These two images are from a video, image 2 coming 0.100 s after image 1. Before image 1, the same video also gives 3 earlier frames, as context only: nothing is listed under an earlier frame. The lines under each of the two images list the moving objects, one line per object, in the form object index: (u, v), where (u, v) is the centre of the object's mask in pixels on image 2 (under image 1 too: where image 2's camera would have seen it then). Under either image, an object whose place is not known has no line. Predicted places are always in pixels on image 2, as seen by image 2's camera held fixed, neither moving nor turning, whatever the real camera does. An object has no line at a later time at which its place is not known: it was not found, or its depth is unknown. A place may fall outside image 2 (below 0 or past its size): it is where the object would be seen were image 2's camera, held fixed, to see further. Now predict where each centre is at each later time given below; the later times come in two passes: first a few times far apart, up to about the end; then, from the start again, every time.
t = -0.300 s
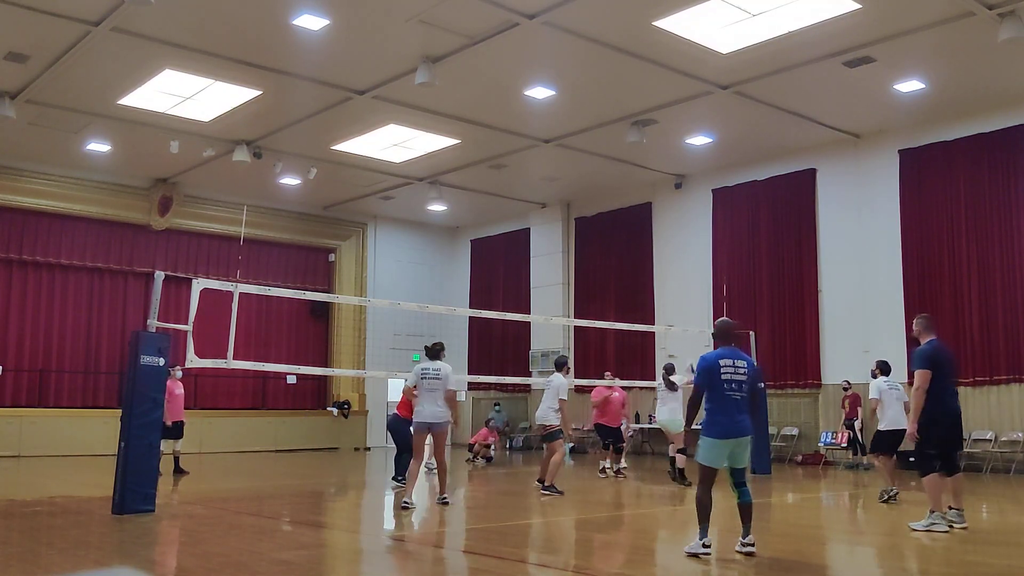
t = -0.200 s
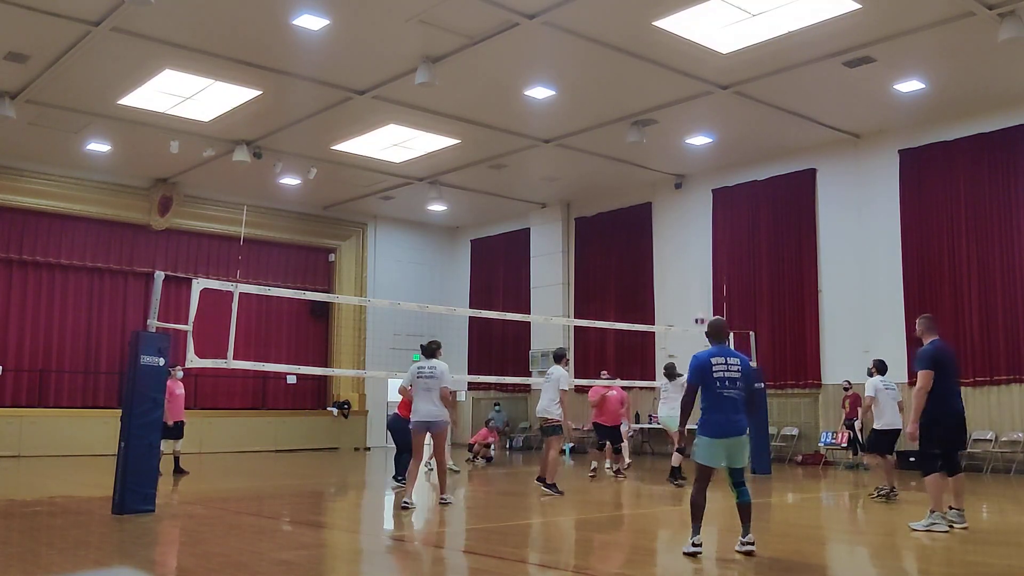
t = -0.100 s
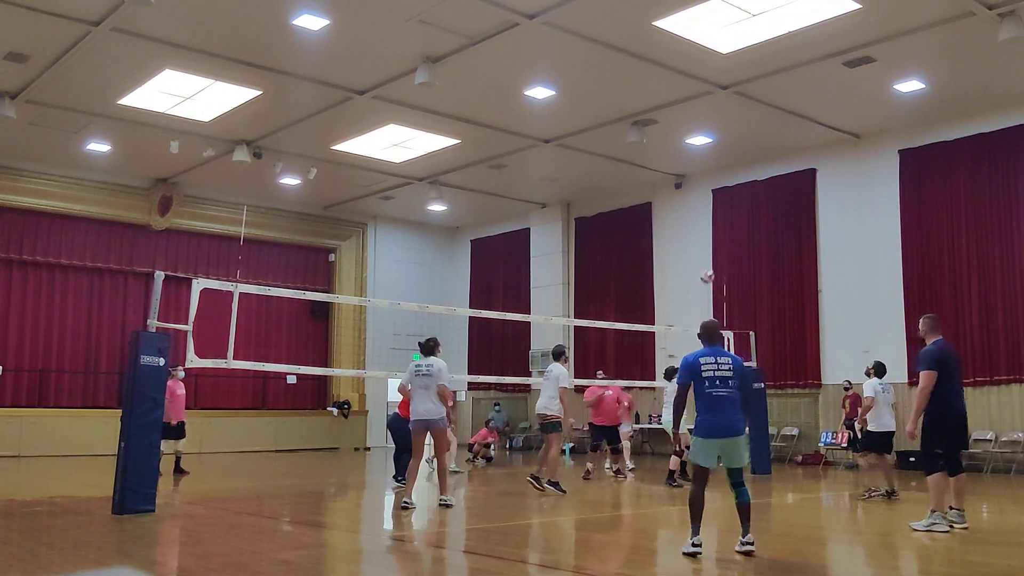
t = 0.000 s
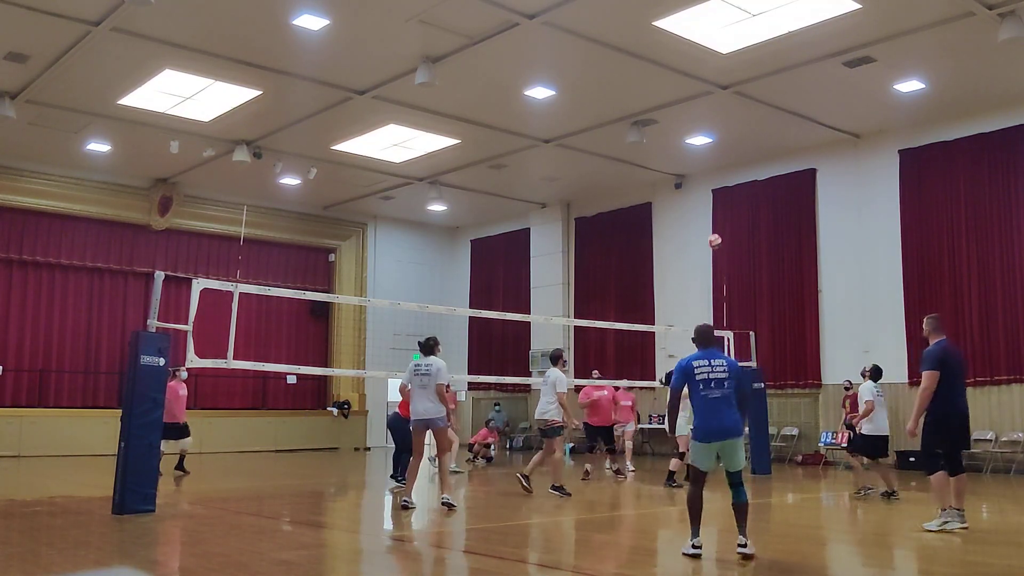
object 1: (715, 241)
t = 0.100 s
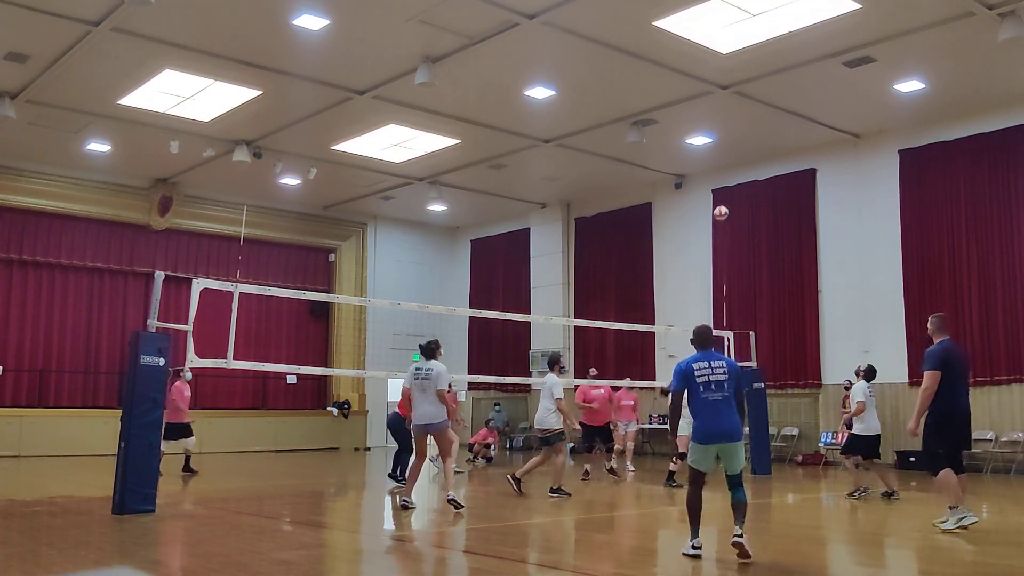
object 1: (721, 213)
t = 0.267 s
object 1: (733, 181)
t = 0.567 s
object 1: (755, 167)
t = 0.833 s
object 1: (777, 205)
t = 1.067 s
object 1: (797, 278)
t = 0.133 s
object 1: (723, 205)
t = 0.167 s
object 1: (725, 198)
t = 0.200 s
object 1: (728, 192)
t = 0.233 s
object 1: (730, 186)
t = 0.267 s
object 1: (733, 181)
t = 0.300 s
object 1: (735, 176)
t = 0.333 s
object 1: (738, 172)
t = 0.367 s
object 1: (740, 170)
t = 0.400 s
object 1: (743, 168)
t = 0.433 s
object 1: (745, 167)
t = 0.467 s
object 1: (747, 166)
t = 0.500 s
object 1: (749, 166)
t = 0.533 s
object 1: (753, 165)
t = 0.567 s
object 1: (755, 167)
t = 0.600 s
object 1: (758, 169)
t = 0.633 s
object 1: (761, 172)
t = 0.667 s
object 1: (763, 176)
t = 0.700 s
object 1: (766, 180)
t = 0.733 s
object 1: (769, 185)
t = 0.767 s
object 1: (772, 191)
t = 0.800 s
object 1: (774, 197)
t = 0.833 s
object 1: (777, 205)
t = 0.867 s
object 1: (780, 213)
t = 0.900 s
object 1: (783, 222)
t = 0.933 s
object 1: (785, 231)
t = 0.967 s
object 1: (788, 242)
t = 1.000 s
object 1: (791, 253)
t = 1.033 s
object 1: (794, 265)
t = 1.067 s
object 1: (797, 278)
